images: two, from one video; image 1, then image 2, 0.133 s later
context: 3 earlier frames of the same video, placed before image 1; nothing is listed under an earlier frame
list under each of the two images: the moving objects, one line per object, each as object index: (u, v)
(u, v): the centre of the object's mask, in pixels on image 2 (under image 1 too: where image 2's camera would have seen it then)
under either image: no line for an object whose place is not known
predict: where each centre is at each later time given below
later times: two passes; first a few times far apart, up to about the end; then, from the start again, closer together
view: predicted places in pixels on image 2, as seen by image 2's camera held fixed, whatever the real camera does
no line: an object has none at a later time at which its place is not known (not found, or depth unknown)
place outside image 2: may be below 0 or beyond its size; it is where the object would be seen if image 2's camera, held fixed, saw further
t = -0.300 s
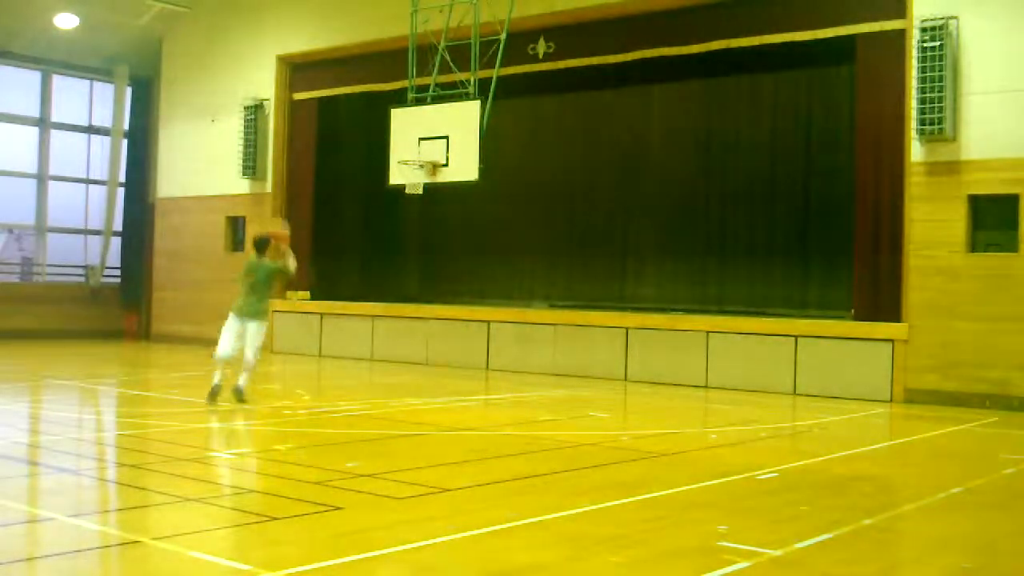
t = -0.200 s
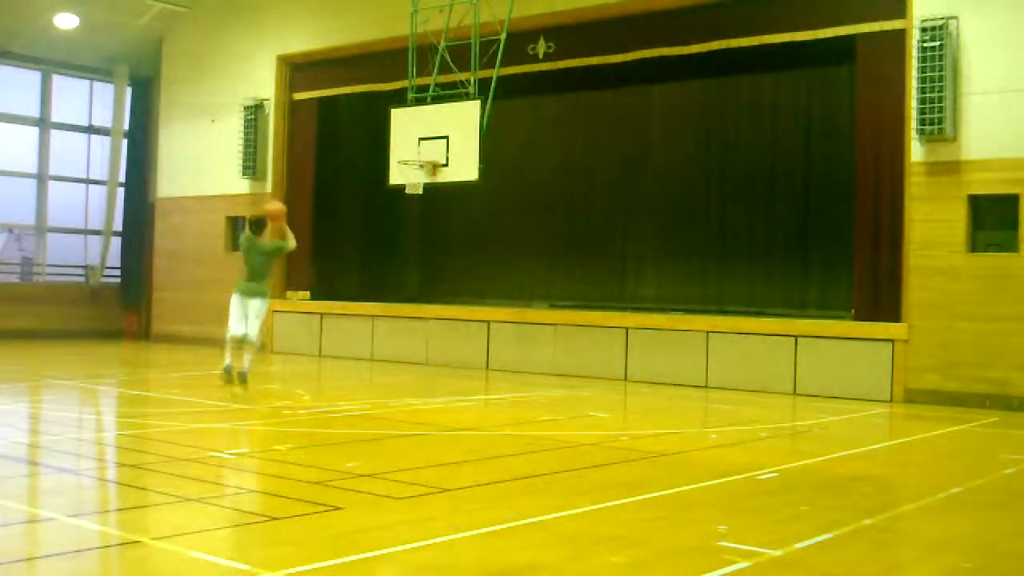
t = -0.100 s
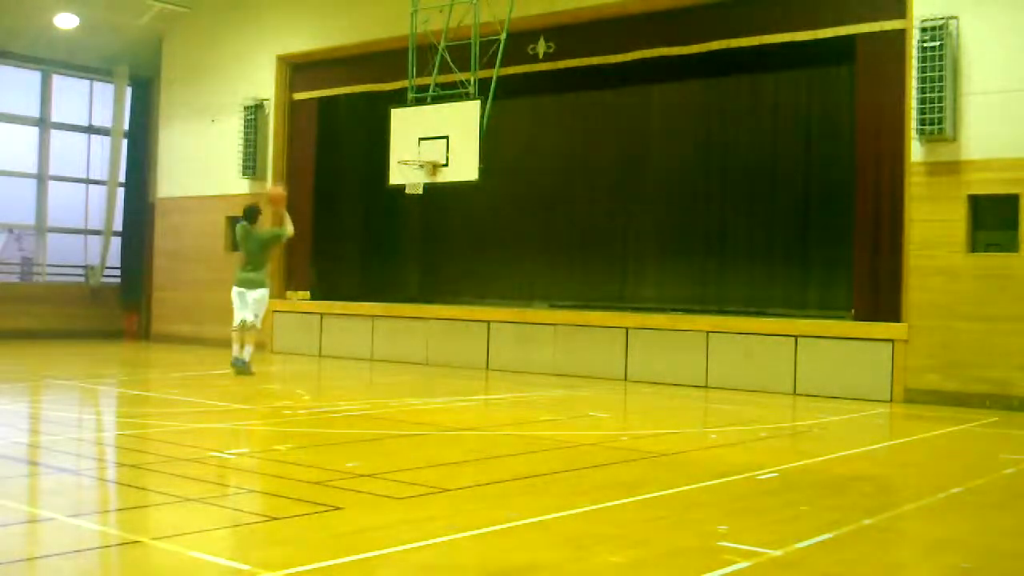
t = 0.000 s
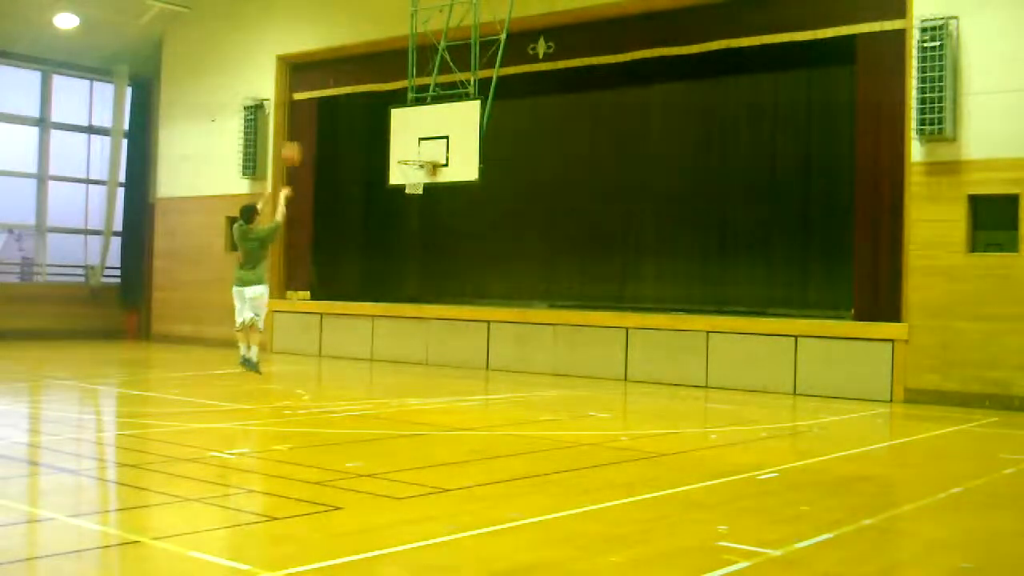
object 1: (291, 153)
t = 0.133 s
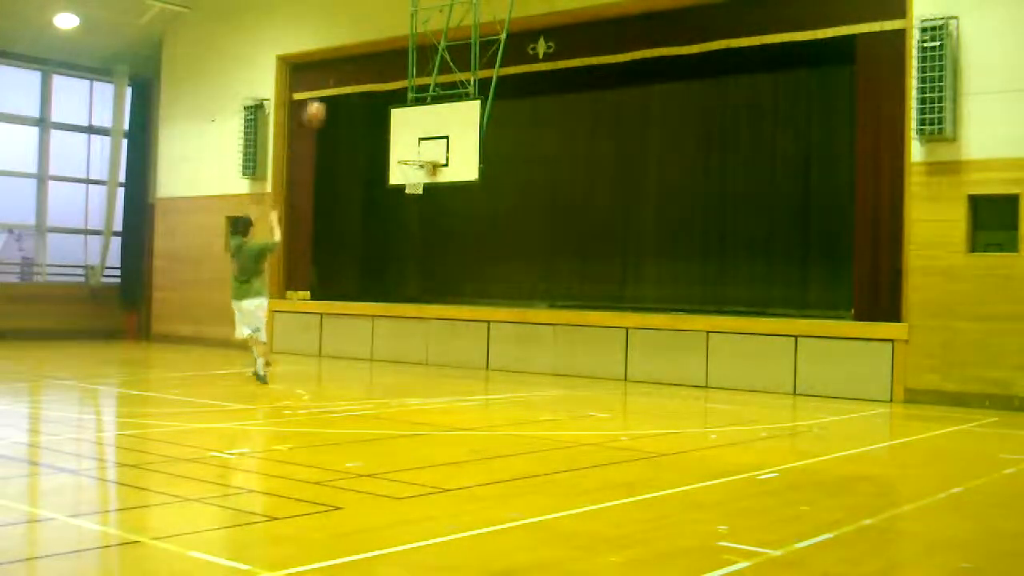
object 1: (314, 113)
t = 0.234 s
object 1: (330, 92)
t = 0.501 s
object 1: (369, 78)
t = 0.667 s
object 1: (389, 96)
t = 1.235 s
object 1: (407, 220)
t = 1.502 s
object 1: (391, 310)
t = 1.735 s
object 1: (377, 337)
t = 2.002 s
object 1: (360, 264)
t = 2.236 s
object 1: (342, 246)
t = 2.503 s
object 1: (319, 274)
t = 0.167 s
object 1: (319, 107)
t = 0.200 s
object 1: (325, 98)
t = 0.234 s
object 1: (330, 92)
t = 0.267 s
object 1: (336, 87)
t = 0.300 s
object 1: (341, 82)
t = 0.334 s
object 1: (347, 79)
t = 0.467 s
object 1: (365, 77)
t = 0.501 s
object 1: (369, 78)
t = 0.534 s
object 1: (374, 80)
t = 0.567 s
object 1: (377, 83)
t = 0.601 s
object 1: (382, 87)
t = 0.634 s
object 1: (387, 93)
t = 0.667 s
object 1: (389, 96)
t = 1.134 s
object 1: (412, 204)
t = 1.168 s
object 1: (410, 206)
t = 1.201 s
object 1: (408, 214)
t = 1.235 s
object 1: (407, 220)
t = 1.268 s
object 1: (405, 229)
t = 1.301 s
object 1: (402, 239)
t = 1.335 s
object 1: (401, 248)
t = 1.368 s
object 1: (399, 261)
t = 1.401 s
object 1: (397, 271)
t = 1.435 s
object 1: (396, 284)
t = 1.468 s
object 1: (394, 294)
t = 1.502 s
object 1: (391, 310)
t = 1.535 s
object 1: (390, 327)
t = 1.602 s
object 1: (389, 364)
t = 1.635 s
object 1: (388, 366)
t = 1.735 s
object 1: (377, 337)
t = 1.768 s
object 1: (374, 323)
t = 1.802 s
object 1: (377, 311)
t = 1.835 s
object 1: (372, 298)
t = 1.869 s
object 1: (369, 291)
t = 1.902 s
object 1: (366, 284)
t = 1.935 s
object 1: (365, 277)
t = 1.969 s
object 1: (362, 270)
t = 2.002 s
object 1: (360, 264)
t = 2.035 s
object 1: (357, 259)
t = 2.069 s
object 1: (355, 255)
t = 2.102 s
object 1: (352, 252)
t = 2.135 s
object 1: (350, 249)
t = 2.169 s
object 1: (348, 248)
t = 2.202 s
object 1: (345, 247)
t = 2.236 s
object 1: (342, 246)
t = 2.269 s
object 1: (339, 246)
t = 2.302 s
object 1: (337, 248)
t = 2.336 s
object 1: (333, 250)
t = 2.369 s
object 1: (331, 254)
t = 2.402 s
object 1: (328, 258)
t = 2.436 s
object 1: (325, 262)
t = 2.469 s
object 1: (322, 268)
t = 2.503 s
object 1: (319, 274)
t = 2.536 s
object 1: (317, 282)
